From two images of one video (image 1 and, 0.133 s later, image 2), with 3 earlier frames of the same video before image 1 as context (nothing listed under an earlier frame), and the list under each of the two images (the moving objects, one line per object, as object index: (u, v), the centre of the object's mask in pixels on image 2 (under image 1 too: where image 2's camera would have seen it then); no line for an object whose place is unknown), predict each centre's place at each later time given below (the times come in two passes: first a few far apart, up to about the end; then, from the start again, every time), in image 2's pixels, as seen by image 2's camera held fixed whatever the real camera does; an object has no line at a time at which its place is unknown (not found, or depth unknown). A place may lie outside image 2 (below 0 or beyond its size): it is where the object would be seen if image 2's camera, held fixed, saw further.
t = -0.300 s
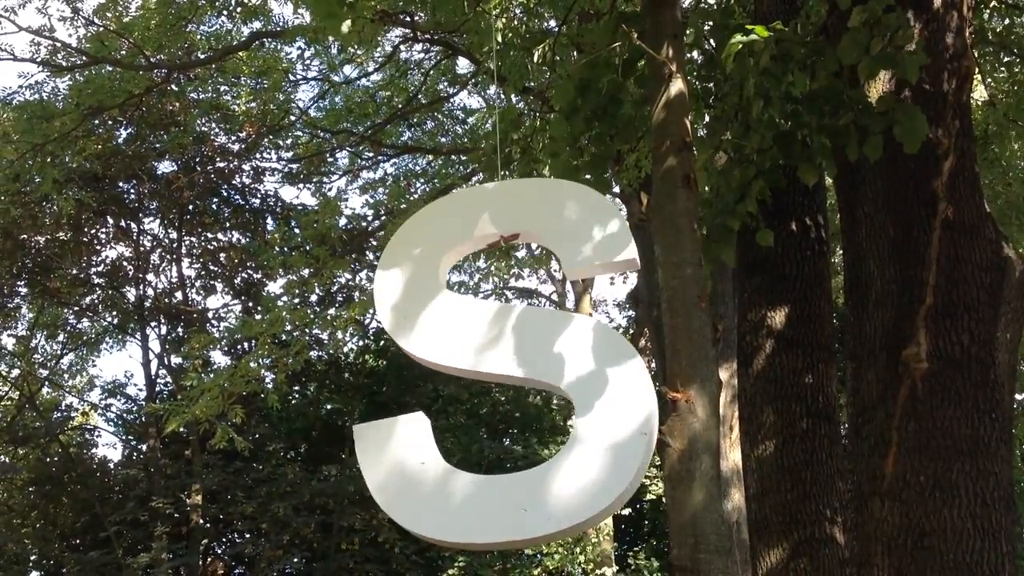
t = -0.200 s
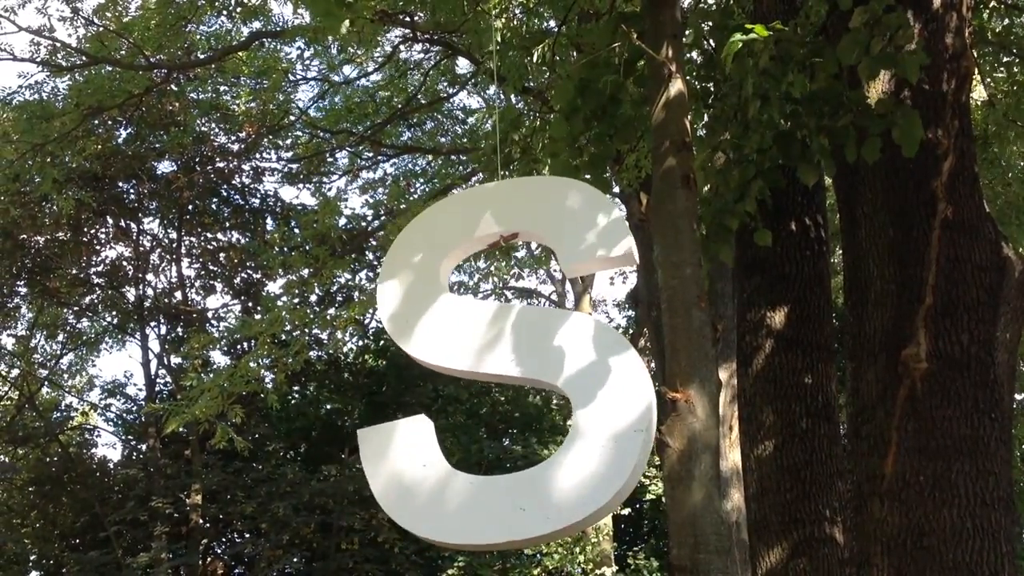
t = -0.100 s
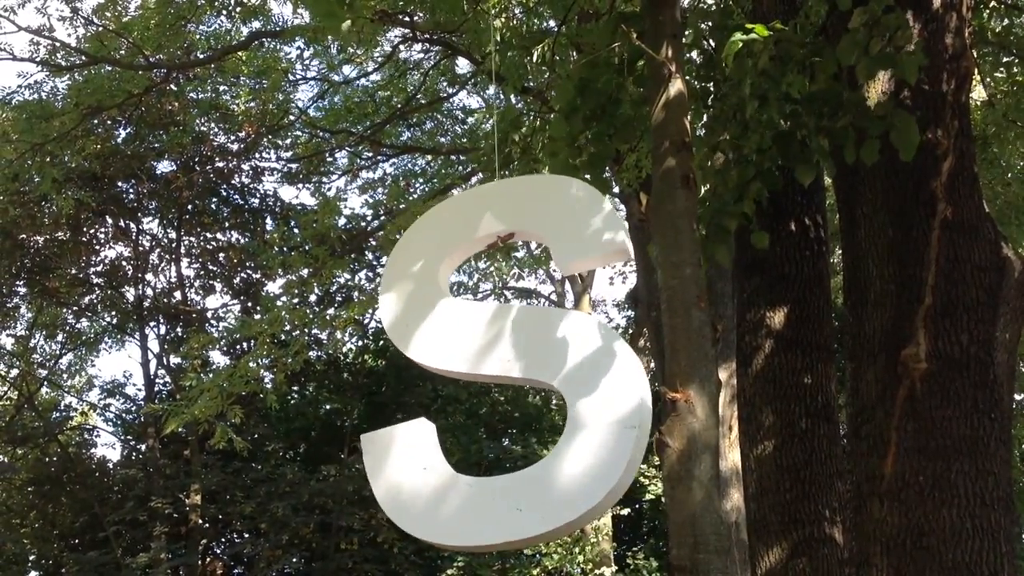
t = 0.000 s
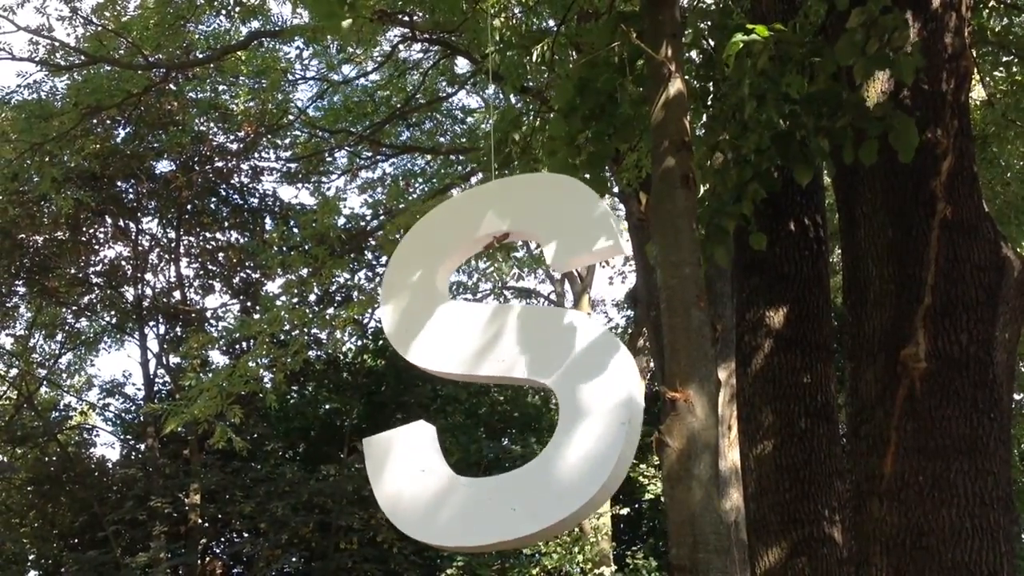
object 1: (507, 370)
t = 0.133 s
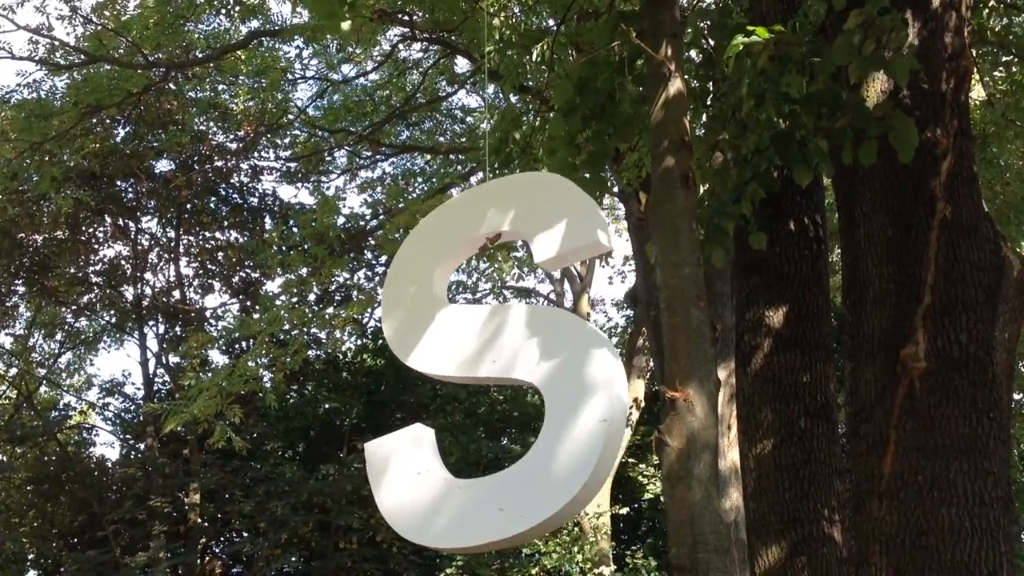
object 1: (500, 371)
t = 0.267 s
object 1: (491, 373)
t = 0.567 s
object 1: (467, 377)
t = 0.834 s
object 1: (448, 381)
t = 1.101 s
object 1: (438, 384)
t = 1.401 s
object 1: (439, 383)
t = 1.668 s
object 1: (443, 382)
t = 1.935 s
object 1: (447, 379)
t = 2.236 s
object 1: (449, 378)
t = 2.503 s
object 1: (447, 374)
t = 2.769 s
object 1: (446, 372)
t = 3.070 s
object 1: (446, 373)
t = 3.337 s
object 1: (443, 376)
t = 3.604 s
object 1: (433, 378)
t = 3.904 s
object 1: (416, 378)
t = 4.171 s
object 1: (409, 374)
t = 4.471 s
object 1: (417, 366)
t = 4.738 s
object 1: (435, 358)
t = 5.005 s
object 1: (459, 350)
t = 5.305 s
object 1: (478, 346)
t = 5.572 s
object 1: (479, 350)
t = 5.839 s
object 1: (466, 364)
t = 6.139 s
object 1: (443, 380)
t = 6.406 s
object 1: (421, 389)
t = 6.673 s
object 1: (408, 391)
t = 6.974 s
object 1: (411, 387)
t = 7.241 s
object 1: (434, 380)
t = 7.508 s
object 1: (472, 369)
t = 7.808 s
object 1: (512, 358)
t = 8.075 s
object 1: (527, 358)
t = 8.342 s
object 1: (517, 368)
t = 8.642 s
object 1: (485, 383)
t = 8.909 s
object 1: (450, 391)
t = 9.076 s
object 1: (433, 393)
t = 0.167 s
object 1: (498, 371)
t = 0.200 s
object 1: (496, 371)
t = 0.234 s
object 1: (494, 372)
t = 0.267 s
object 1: (491, 373)
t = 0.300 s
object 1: (488, 373)
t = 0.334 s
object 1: (486, 373)
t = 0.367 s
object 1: (483, 374)
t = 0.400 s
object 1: (480, 375)
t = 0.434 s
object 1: (478, 375)
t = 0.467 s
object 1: (475, 375)
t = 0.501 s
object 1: (472, 376)
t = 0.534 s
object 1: (470, 376)
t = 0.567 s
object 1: (467, 377)
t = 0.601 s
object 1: (464, 377)
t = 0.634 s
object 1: (462, 378)
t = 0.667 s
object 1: (459, 379)
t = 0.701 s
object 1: (457, 379)
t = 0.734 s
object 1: (454, 380)
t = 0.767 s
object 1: (452, 380)
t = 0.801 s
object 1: (450, 381)
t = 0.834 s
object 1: (448, 381)
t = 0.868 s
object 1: (446, 382)
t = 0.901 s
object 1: (444, 382)
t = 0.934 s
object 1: (443, 383)
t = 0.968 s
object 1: (441, 382)
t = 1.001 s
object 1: (440, 383)
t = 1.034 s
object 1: (439, 383)
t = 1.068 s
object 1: (439, 383)
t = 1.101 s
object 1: (438, 384)
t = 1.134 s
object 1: (438, 384)
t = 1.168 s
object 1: (437, 384)
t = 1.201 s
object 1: (437, 384)
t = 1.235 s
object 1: (437, 384)
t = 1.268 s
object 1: (437, 383)
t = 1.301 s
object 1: (437, 384)
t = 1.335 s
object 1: (438, 383)
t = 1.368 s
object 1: (438, 383)
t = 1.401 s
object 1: (439, 383)
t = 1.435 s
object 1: (439, 383)
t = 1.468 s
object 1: (440, 383)
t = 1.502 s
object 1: (440, 383)
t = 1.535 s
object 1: (441, 383)
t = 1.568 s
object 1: (441, 382)
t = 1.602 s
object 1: (442, 382)
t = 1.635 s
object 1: (442, 382)
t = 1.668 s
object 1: (443, 382)
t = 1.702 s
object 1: (443, 381)
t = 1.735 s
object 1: (444, 381)
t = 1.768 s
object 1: (444, 380)
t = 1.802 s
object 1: (445, 380)
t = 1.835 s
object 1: (445, 380)
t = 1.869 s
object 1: (446, 380)
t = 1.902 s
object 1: (446, 379)
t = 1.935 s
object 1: (447, 379)
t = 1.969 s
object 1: (447, 379)
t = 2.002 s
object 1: (448, 379)
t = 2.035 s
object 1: (448, 379)
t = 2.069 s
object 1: (449, 379)
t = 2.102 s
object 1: (449, 379)
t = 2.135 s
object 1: (449, 379)
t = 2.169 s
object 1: (449, 378)
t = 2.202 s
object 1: (449, 378)
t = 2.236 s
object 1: (449, 378)
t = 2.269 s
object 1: (449, 377)
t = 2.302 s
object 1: (449, 377)
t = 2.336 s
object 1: (449, 376)
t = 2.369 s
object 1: (449, 376)
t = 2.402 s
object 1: (448, 375)
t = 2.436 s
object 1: (448, 375)
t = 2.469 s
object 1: (447, 375)
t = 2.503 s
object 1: (447, 374)
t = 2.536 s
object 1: (447, 374)
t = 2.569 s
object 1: (446, 374)
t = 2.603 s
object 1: (446, 373)
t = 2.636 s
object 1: (446, 373)
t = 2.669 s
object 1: (446, 373)
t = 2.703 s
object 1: (446, 372)
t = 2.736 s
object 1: (446, 372)
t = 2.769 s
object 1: (446, 372)
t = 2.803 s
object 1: (446, 372)
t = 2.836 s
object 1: (446, 372)
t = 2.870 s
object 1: (446, 372)
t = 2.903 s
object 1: (446, 372)
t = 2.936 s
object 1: (446, 372)
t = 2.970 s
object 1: (446, 373)
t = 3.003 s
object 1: (446, 372)
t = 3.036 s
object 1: (446, 373)
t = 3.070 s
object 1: (446, 373)
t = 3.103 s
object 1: (446, 373)
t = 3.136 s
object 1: (446, 374)
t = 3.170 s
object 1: (446, 374)
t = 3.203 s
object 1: (446, 374)
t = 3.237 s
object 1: (445, 374)
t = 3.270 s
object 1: (445, 375)
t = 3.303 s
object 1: (444, 375)
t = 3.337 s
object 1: (443, 376)
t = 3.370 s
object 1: (442, 376)
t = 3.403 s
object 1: (441, 377)
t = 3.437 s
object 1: (440, 377)
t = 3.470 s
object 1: (439, 377)
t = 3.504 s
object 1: (437, 378)
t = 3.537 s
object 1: (436, 378)
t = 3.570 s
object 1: (434, 378)
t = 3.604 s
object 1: (433, 378)
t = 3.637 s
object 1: (431, 378)
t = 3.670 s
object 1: (429, 378)
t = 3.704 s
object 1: (427, 378)
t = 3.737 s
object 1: (425, 379)
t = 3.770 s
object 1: (423, 378)
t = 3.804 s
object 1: (421, 378)
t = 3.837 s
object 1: (420, 378)
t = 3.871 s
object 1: (418, 378)
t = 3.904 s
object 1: (416, 378)
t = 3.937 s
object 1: (415, 377)
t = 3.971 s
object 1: (413, 377)
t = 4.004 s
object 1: (412, 377)
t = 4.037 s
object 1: (411, 377)
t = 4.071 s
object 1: (410, 376)
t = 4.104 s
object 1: (410, 376)
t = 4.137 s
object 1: (409, 375)
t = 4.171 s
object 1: (409, 374)
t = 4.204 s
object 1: (409, 374)
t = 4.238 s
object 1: (409, 373)
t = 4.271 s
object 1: (410, 372)
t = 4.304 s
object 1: (410, 372)
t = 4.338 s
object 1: (411, 371)
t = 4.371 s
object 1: (412, 370)
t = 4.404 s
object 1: (414, 369)
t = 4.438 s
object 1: (415, 367)
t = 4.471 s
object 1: (417, 366)
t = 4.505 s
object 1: (418, 365)
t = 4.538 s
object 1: (420, 364)
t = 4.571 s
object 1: (422, 363)
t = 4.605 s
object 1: (425, 361)
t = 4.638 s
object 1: (427, 361)
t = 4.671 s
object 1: (429, 360)
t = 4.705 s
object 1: (432, 359)
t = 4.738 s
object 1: (435, 358)
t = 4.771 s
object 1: (438, 357)
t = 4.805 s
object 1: (441, 356)
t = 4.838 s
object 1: (443, 355)
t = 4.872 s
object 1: (447, 354)
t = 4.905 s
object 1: (450, 353)
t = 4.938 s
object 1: (453, 352)
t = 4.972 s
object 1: (456, 351)
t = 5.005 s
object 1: (459, 350)
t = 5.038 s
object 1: (462, 349)
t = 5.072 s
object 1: (464, 349)
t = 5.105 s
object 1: (467, 348)
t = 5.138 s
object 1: (469, 348)
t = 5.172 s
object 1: (472, 347)
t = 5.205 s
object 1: (474, 347)
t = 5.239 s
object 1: (476, 346)
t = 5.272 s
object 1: (477, 346)
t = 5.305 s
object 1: (478, 346)
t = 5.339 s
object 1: (479, 346)
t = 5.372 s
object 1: (480, 346)
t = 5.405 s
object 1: (480, 347)
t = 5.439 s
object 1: (480, 347)
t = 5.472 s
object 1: (480, 347)
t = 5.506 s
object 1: (480, 348)
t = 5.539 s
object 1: (479, 349)
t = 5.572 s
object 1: (479, 350)
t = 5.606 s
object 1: (478, 352)
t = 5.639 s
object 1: (476, 353)
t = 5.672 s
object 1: (475, 355)
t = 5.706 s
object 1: (474, 357)
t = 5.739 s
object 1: (472, 358)
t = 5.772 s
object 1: (470, 360)
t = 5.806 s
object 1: (468, 362)
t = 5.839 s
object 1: (466, 364)
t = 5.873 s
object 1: (464, 366)
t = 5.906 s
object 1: (462, 368)
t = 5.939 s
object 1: (459, 369)
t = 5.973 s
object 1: (457, 371)
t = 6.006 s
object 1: (454, 373)
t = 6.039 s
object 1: (451, 375)
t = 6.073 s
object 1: (449, 376)
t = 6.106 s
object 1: (446, 378)
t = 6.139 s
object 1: (443, 380)
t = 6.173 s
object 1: (440, 381)
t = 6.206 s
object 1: (437, 382)
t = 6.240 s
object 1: (434, 383)
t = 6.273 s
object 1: (431, 385)
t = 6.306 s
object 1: (428, 386)
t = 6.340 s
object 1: (426, 386)
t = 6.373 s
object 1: (423, 387)
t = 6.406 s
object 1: (421, 389)
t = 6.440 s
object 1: (418, 389)
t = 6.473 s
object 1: (416, 390)
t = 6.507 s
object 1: (414, 391)
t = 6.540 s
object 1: (413, 390)
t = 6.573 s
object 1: (411, 391)
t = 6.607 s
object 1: (410, 391)
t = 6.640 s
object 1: (409, 390)
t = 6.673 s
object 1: (408, 391)
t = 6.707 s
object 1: (407, 391)
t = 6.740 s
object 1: (407, 390)
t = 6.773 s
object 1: (407, 390)
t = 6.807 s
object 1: (407, 389)
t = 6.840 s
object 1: (407, 389)
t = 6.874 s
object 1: (408, 389)
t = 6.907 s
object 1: (408, 388)
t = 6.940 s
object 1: (410, 388)
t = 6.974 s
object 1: (411, 387)
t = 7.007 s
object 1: (413, 386)
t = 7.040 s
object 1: (415, 386)
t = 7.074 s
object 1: (417, 385)
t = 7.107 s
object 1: (420, 384)
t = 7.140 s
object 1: (423, 383)
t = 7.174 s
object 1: (426, 382)
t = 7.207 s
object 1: (430, 381)
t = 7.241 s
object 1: (434, 380)
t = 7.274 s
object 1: (438, 378)
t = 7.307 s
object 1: (443, 377)
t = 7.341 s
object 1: (447, 376)
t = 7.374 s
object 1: (452, 375)
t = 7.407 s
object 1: (457, 373)
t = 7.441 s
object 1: (462, 372)
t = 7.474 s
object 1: (467, 370)
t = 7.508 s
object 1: (472, 369)
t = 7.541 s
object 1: (477, 367)
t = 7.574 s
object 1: (482, 366)
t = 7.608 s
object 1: (487, 364)
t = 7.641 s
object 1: (492, 363)
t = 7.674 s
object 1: (496, 362)
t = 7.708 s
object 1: (500, 361)
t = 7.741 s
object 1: (504, 359)
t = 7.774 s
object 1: (508, 359)
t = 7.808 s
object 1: (512, 358)
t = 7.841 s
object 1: (515, 357)
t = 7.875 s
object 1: (518, 357)
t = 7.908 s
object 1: (520, 357)
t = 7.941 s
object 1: (523, 357)
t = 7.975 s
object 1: (524, 356)
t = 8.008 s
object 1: (525, 357)
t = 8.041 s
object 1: (526, 357)
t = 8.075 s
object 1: (527, 358)
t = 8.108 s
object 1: (527, 359)
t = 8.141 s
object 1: (527, 360)
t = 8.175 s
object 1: (526, 361)
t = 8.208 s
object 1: (525, 363)
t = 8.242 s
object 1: (524, 364)
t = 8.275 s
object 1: (522, 366)
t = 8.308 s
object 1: (520, 366)
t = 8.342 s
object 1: (517, 368)
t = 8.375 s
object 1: (515, 370)
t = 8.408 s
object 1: (512, 372)
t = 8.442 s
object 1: (508, 373)
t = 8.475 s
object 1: (505, 375)
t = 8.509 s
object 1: (501, 377)
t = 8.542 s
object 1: (498, 379)
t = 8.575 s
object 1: (493, 380)
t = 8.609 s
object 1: (489, 382)
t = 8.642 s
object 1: (485, 383)
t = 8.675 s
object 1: (481, 384)
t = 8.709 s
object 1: (476, 386)
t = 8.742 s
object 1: (471, 387)
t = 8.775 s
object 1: (467, 388)
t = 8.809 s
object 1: (463, 389)
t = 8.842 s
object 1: (459, 390)
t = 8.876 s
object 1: (454, 390)
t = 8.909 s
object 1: (450, 391)
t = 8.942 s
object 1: (446, 391)
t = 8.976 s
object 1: (442, 392)
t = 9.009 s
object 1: (439, 392)
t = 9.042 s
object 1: (436, 393)
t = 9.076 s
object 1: (433, 393)
